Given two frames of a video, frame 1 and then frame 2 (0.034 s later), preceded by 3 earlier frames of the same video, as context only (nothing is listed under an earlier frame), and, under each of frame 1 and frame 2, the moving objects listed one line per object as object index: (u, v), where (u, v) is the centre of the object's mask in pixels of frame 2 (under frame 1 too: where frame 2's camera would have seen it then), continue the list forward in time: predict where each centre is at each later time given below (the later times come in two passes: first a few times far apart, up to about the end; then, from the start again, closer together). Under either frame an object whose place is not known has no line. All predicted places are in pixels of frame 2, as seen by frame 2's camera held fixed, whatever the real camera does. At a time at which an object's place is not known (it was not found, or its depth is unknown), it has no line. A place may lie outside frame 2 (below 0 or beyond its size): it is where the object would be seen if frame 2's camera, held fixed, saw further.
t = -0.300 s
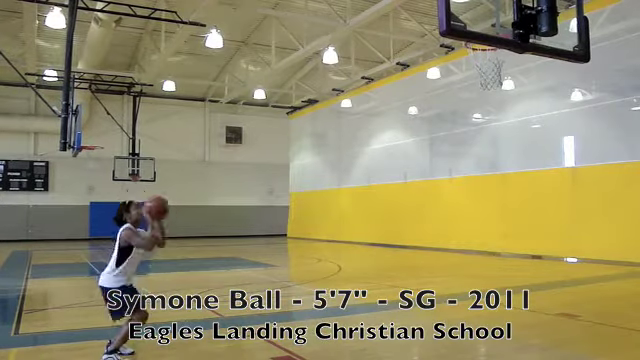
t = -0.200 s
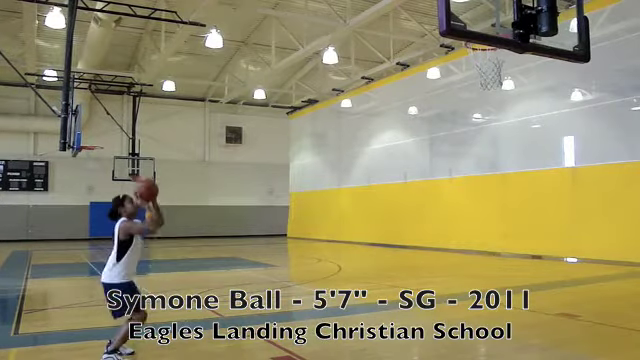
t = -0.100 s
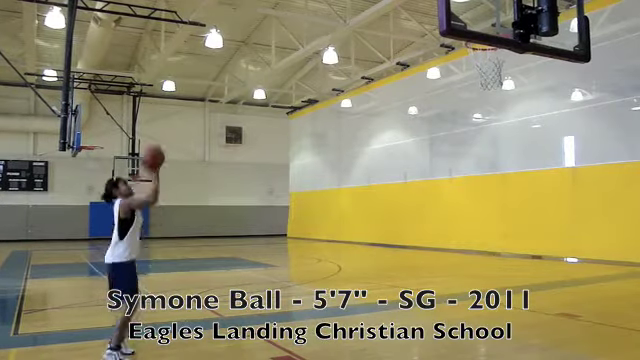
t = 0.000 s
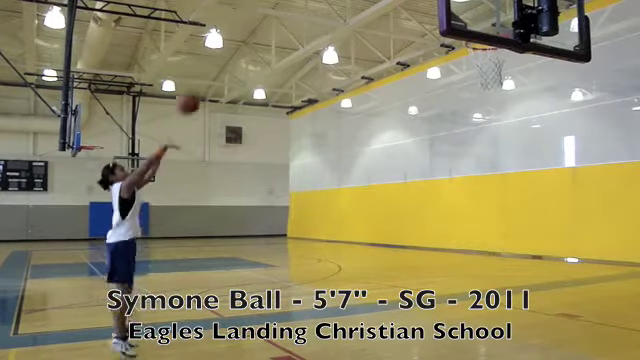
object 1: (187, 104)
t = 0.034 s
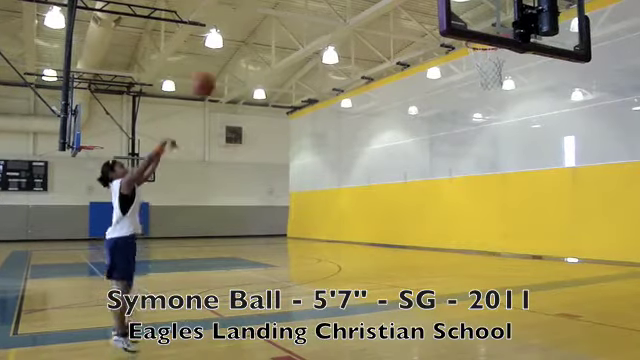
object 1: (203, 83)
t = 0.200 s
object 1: (277, 15)
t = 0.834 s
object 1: (490, 19)
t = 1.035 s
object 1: (471, 62)
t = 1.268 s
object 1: (473, 63)
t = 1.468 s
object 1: (495, 82)
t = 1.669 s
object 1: (516, 135)
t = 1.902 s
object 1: (540, 243)
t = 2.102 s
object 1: (557, 307)
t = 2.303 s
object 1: (568, 234)
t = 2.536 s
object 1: (582, 200)
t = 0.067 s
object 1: (218, 68)
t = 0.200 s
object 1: (277, 15)
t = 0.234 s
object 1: (289, 8)
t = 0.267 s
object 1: (304, 3)
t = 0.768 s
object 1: (489, 4)
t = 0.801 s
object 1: (492, 9)
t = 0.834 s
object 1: (490, 19)
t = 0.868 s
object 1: (492, 26)
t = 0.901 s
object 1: (494, 50)
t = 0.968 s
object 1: (483, 56)
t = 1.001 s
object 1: (474, 61)
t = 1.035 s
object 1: (471, 62)
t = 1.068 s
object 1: (468, 60)
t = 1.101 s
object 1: (468, 58)
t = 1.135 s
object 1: (468, 57)
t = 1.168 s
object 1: (468, 57)
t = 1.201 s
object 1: (470, 57)
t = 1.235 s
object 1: (470, 59)
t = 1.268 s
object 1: (473, 63)
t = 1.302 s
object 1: (477, 64)
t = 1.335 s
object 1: (480, 67)
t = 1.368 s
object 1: (484, 71)
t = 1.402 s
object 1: (487, 73)
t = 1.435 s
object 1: (491, 77)
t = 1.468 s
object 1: (495, 82)
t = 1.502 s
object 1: (498, 90)
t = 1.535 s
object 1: (501, 96)
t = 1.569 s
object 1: (505, 104)
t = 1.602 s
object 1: (508, 114)
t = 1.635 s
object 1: (512, 124)
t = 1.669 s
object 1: (516, 135)
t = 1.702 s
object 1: (520, 147)
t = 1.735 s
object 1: (523, 161)
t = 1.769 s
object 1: (526, 175)
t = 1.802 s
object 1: (530, 190)
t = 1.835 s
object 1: (534, 207)
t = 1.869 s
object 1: (537, 224)
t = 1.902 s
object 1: (540, 243)
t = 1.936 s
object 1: (543, 263)
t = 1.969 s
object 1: (547, 283)
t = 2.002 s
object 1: (550, 304)
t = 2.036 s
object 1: (553, 325)
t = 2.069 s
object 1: (555, 323)
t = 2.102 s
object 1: (557, 307)
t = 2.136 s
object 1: (559, 291)
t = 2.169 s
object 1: (561, 278)
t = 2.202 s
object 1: (562, 266)
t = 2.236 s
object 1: (565, 254)
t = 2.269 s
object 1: (567, 243)
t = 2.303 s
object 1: (568, 234)
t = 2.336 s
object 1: (570, 226)
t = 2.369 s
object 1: (572, 219)
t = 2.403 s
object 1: (574, 213)
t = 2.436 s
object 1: (576, 208)
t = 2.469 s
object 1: (578, 204)
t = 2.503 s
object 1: (580, 201)
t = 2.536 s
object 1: (582, 200)
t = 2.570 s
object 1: (583, 199)
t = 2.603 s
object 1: (585, 199)
